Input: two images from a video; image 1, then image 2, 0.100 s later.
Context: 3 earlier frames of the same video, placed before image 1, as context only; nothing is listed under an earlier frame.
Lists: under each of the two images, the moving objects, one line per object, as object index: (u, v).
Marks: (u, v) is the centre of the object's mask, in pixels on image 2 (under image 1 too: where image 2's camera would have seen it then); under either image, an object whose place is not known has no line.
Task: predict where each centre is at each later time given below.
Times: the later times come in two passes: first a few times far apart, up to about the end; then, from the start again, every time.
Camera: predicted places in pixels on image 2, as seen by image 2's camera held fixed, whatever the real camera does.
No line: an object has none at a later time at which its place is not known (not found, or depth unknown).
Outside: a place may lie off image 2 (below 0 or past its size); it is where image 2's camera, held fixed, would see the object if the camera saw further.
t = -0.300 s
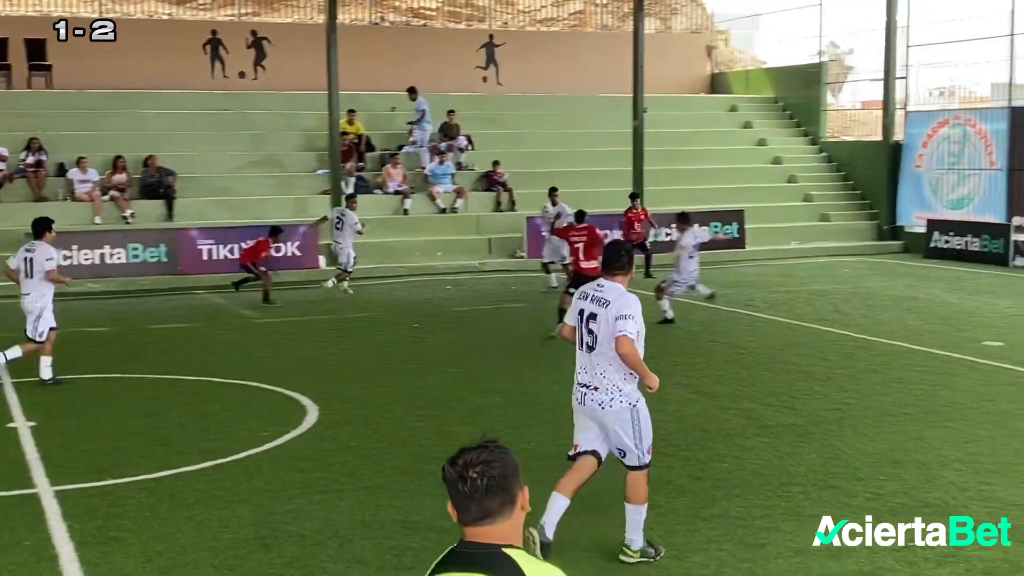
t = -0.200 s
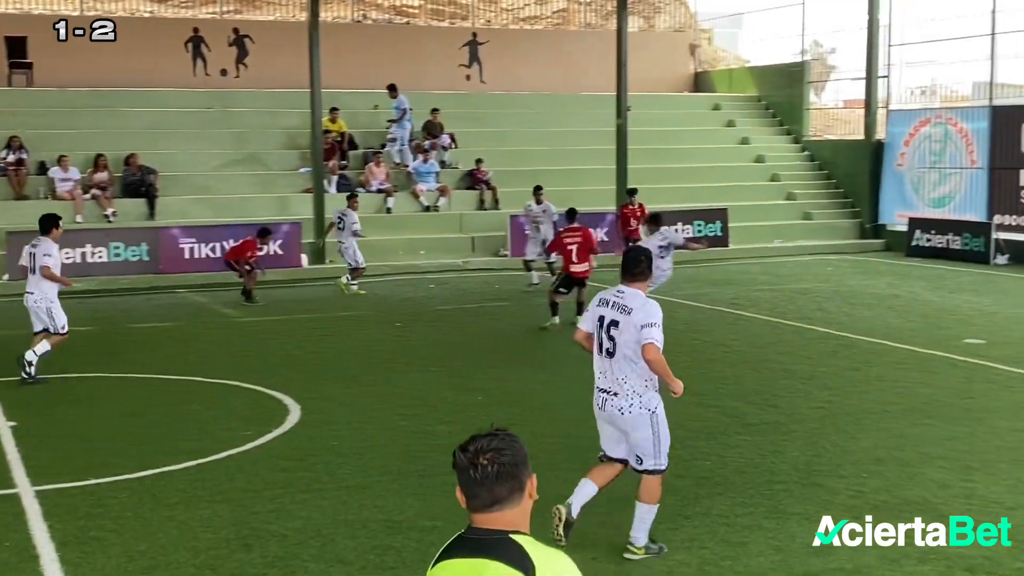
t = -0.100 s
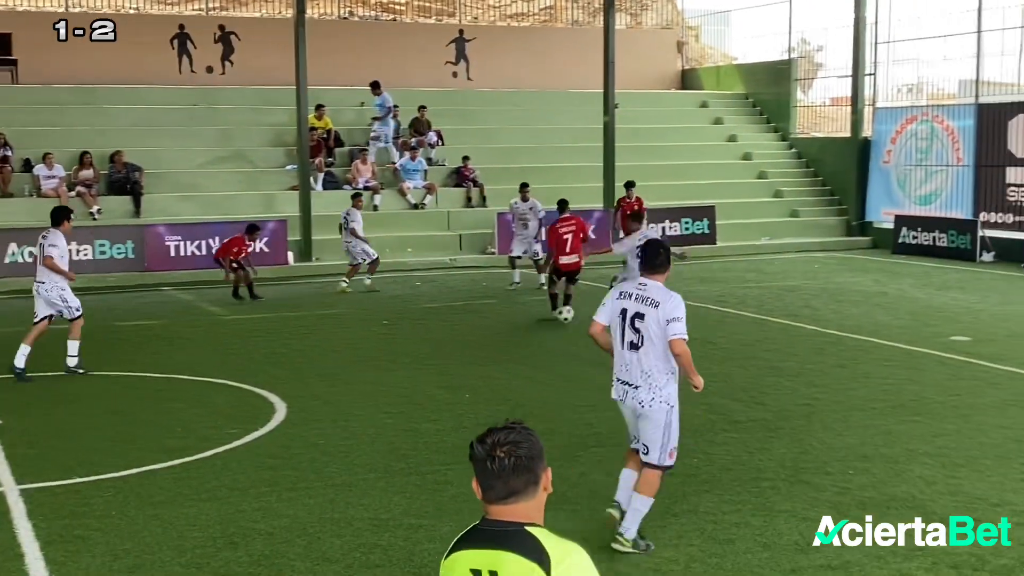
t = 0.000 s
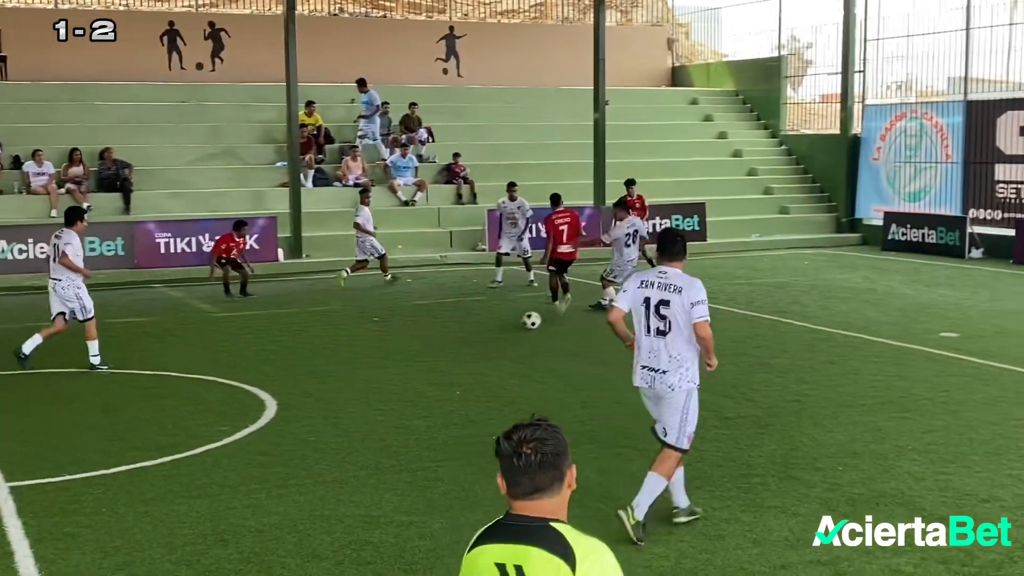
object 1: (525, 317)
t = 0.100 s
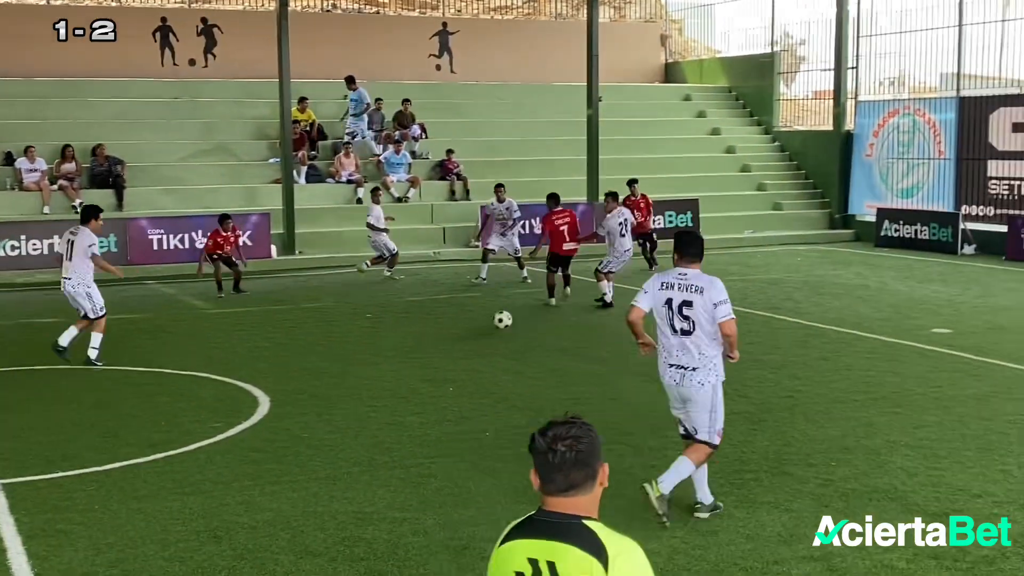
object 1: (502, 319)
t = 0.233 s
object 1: (472, 331)
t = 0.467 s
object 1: (422, 344)
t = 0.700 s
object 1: (371, 357)
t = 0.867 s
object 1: (331, 367)
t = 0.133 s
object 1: (495, 322)
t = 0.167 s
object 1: (487, 326)
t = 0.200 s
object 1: (479, 331)
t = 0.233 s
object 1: (472, 331)
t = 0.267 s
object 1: (464, 332)
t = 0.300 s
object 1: (457, 334)
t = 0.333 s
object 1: (450, 337)
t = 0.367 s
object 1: (443, 340)
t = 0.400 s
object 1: (436, 340)
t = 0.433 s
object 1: (429, 341)
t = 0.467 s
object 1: (422, 344)
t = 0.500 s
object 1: (415, 347)
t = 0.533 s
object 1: (408, 349)
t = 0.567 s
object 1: (400, 350)
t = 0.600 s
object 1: (393, 352)
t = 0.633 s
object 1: (386, 355)
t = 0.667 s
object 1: (378, 357)
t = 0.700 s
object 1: (371, 357)
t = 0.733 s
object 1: (363, 359)
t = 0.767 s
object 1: (356, 362)
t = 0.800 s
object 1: (348, 364)
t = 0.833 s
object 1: (339, 365)
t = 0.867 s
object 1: (331, 367)
